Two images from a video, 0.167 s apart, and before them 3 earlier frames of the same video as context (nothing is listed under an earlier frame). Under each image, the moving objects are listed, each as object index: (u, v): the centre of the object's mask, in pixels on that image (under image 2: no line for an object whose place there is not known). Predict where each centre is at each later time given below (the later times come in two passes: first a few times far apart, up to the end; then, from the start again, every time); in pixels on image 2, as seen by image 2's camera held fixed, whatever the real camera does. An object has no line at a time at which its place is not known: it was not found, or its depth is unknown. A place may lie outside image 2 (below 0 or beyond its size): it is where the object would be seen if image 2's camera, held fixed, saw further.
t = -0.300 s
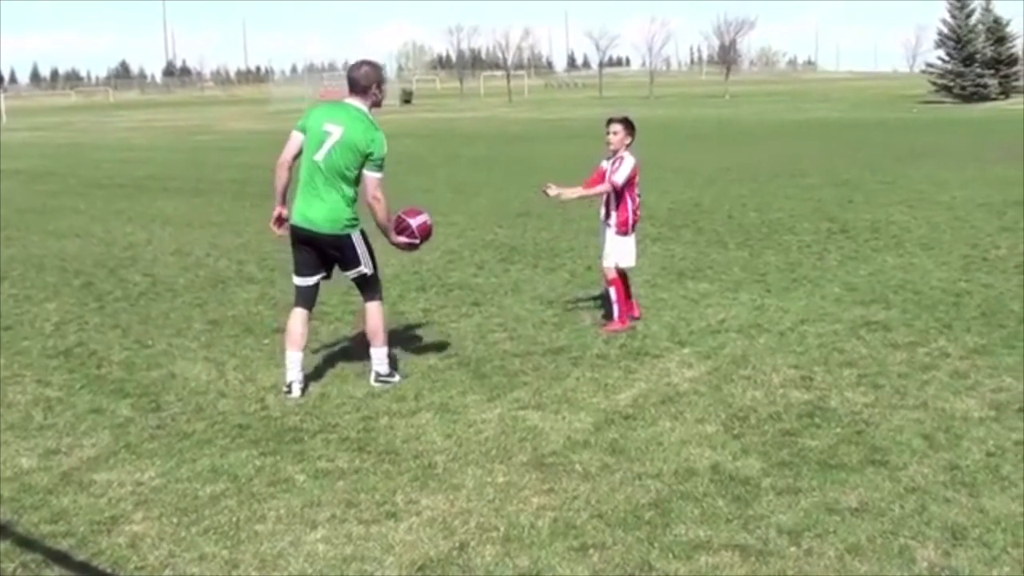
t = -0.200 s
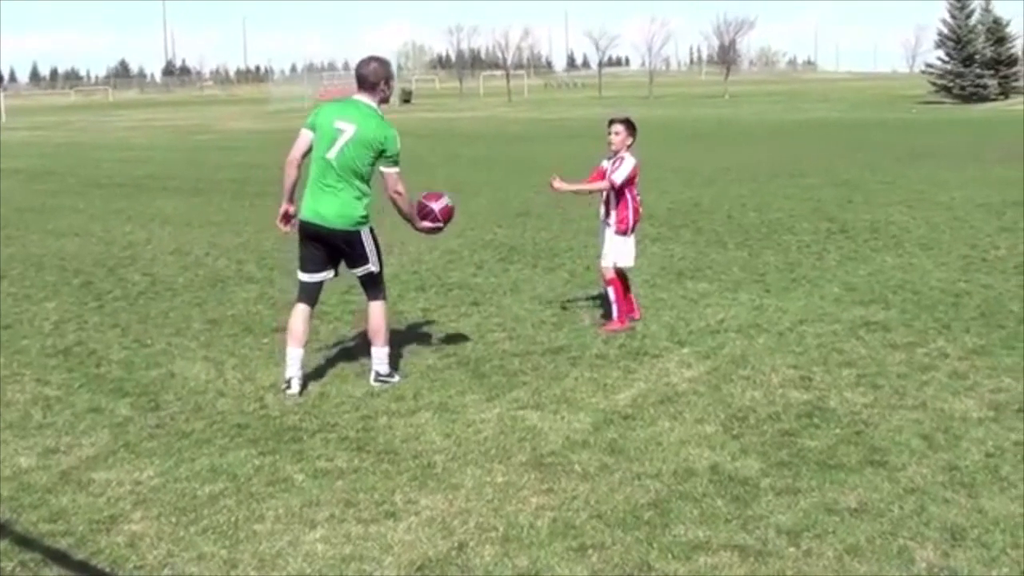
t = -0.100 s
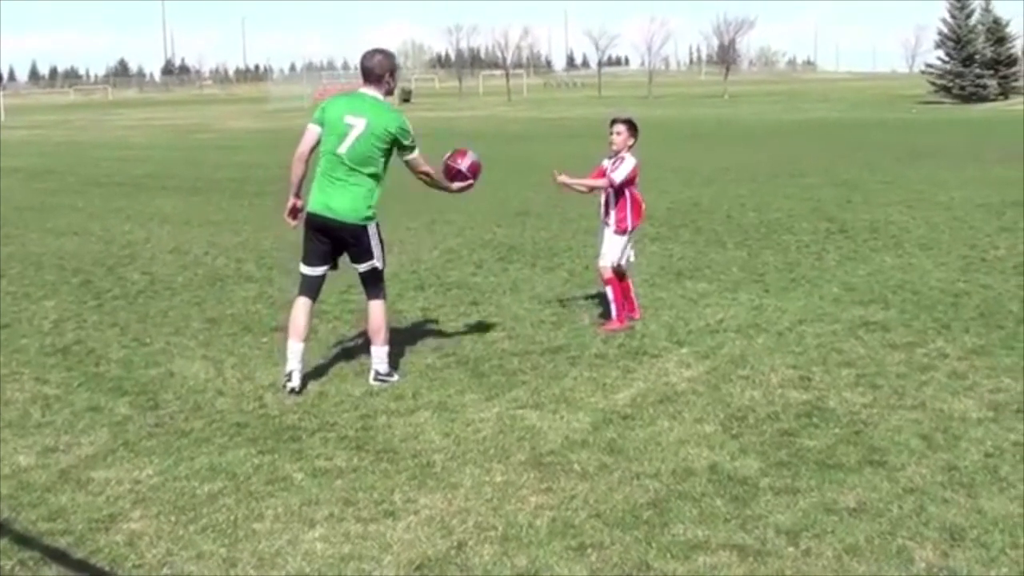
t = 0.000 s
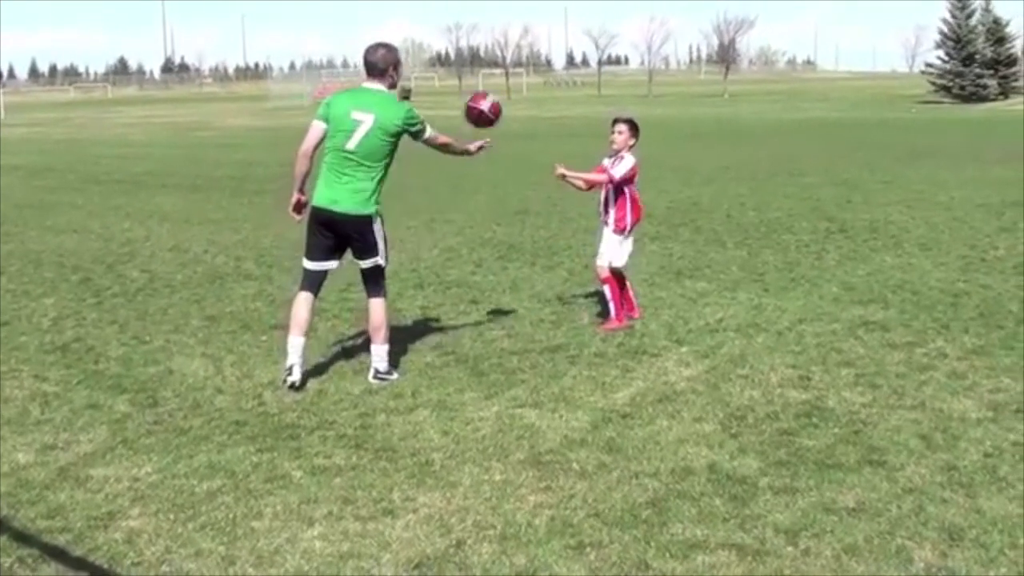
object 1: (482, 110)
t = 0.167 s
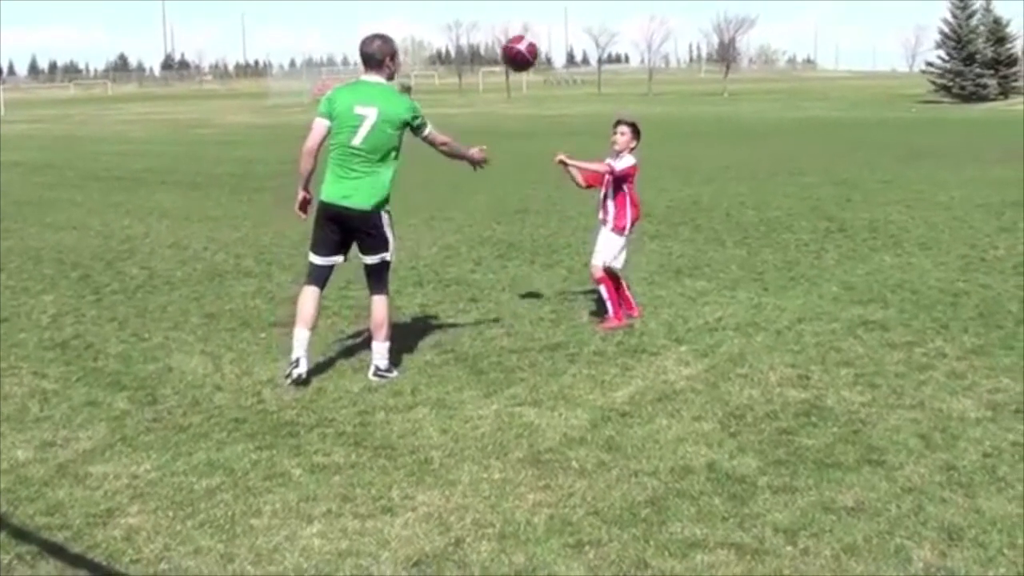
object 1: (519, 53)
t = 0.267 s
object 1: (542, 44)
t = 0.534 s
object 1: (599, 99)
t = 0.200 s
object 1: (527, 48)
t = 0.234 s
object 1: (535, 45)
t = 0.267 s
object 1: (542, 44)
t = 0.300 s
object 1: (549, 45)
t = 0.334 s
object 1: (557, 47)
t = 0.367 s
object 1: (564, 51)
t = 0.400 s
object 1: (571, 57)
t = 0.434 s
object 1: (579, 65)
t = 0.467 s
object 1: (585, 74)
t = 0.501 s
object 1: (592, 86)
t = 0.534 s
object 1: (599, 99)
